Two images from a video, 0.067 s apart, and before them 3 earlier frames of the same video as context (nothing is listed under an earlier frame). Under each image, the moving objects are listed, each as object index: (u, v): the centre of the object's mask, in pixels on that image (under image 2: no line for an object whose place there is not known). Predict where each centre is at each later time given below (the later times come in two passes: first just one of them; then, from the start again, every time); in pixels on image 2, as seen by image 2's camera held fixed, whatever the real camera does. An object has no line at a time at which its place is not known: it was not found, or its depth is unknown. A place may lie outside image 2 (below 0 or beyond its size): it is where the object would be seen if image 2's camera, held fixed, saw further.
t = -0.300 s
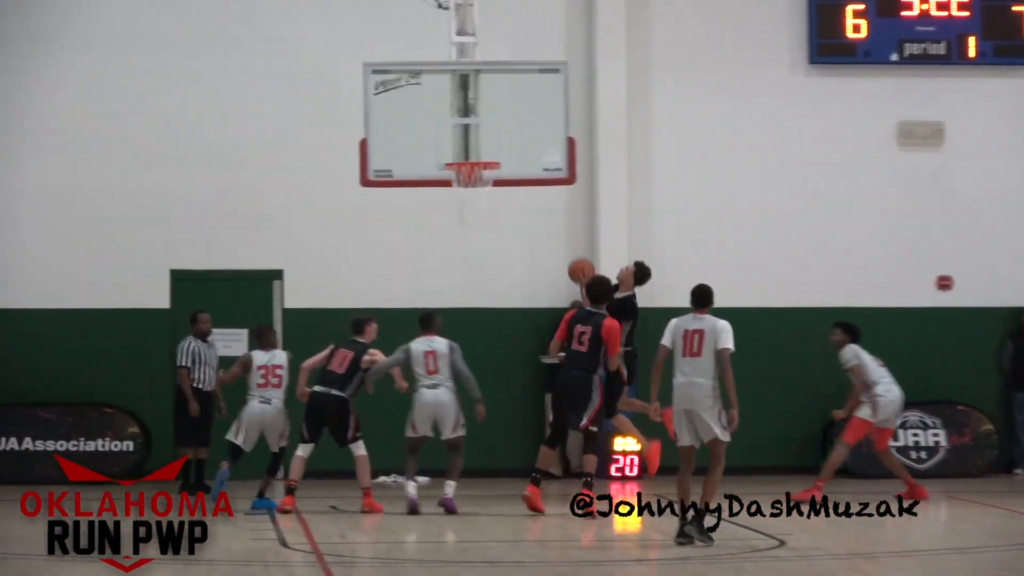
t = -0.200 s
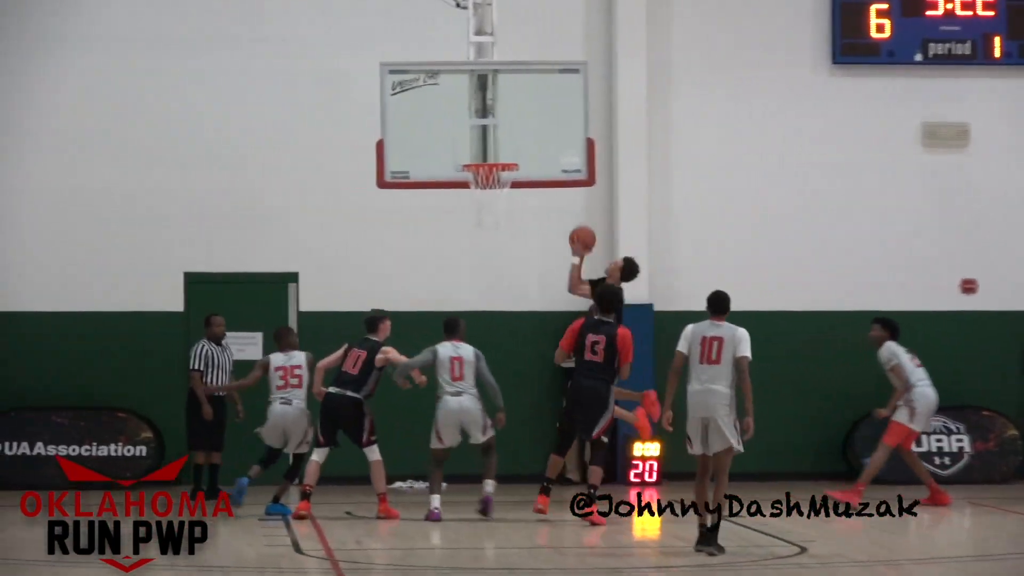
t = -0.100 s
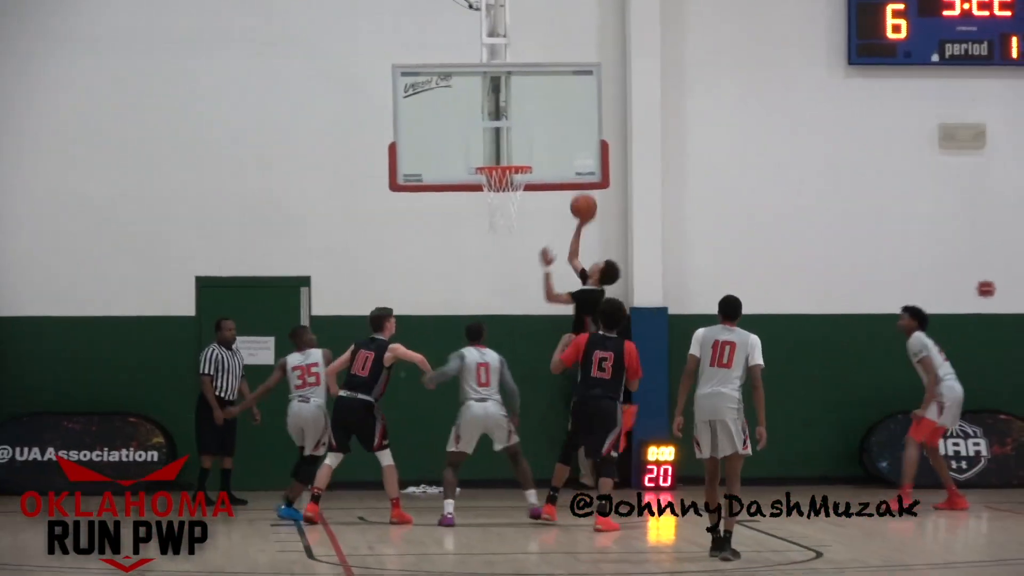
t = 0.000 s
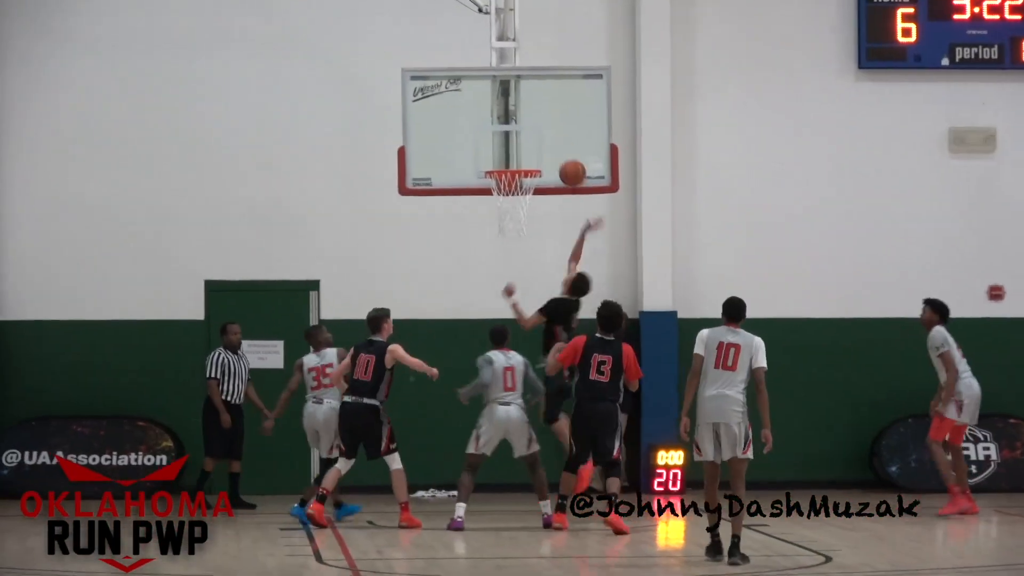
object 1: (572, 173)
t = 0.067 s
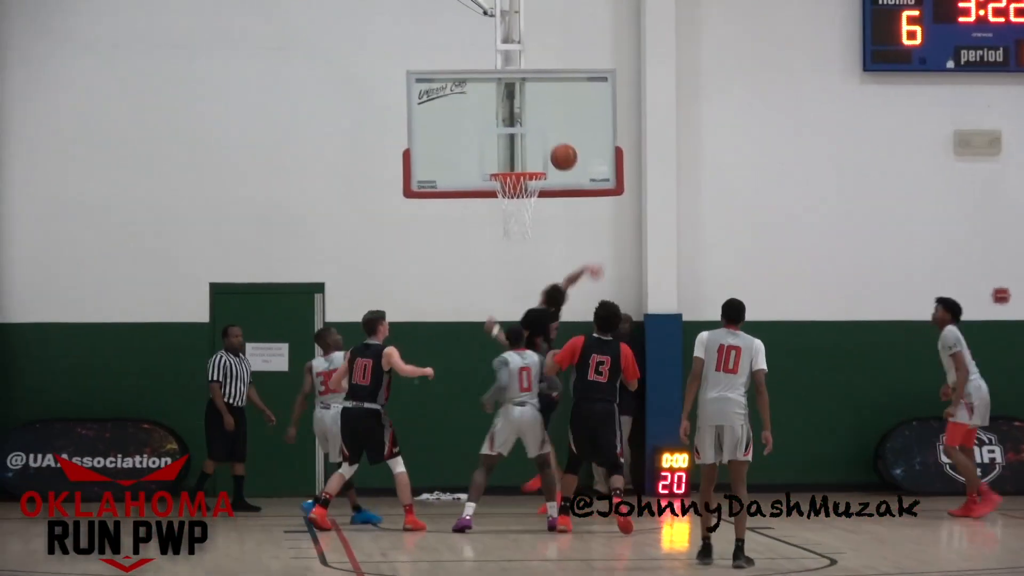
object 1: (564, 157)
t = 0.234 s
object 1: (540, 139)
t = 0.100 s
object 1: (557, 150)
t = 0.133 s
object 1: (553, 146)
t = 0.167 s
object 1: (549, 142)
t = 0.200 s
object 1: (545, 140)
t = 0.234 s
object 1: (540, 139)
